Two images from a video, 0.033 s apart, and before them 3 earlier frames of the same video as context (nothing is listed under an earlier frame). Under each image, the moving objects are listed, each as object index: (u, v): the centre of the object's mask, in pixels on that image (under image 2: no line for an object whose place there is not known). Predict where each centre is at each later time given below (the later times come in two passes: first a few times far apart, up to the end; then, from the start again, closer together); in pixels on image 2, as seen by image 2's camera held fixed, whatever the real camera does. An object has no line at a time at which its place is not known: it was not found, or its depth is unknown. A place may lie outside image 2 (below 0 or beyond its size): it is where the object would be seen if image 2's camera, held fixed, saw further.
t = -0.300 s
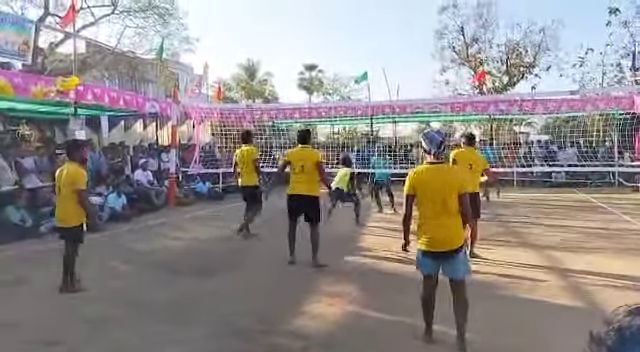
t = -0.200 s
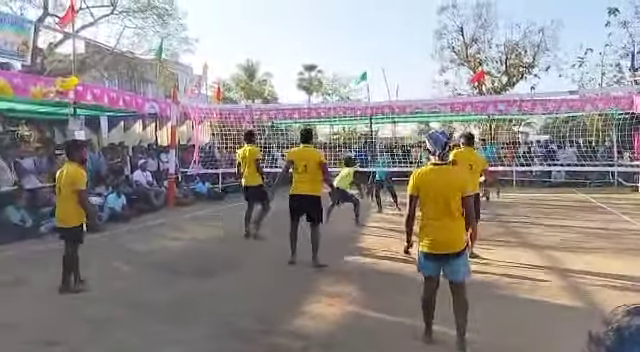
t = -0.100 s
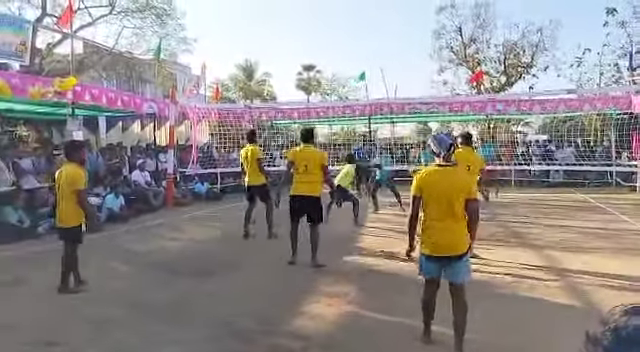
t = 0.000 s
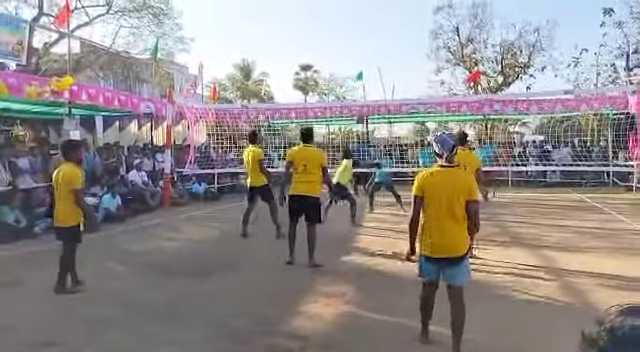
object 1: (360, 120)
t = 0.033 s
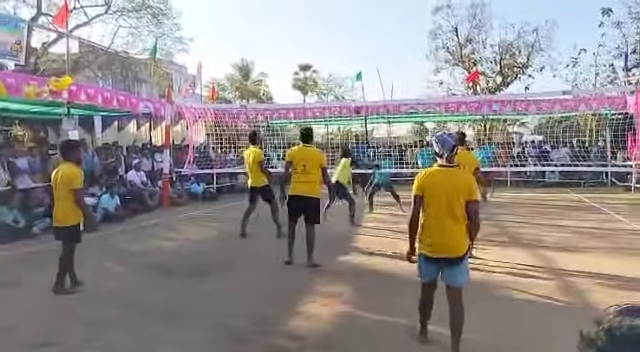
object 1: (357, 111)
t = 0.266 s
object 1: (341, 58)
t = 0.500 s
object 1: (325, 33)
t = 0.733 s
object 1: (310, 36)
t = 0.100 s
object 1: (352, 92)
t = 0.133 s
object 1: (350, 85)
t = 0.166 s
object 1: (347, 77)
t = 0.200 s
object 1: (345, 70)
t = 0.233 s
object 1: (343, 64)
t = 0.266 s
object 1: (341, 58)
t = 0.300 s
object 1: (339, 53)
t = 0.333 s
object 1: (336, 48)
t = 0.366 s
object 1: (334, 44)
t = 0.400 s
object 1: (332, 40)
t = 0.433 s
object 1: (330, 37)
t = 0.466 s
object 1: (327, 35)
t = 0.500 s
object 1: (325, 33)
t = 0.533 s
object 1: (323, 32)
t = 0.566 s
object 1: (321, 31)
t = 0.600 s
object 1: (319, 30)
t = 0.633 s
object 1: (316, 31)
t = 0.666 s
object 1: (315, 32)
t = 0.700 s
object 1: (312, 34)
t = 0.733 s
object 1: (310, 36)
